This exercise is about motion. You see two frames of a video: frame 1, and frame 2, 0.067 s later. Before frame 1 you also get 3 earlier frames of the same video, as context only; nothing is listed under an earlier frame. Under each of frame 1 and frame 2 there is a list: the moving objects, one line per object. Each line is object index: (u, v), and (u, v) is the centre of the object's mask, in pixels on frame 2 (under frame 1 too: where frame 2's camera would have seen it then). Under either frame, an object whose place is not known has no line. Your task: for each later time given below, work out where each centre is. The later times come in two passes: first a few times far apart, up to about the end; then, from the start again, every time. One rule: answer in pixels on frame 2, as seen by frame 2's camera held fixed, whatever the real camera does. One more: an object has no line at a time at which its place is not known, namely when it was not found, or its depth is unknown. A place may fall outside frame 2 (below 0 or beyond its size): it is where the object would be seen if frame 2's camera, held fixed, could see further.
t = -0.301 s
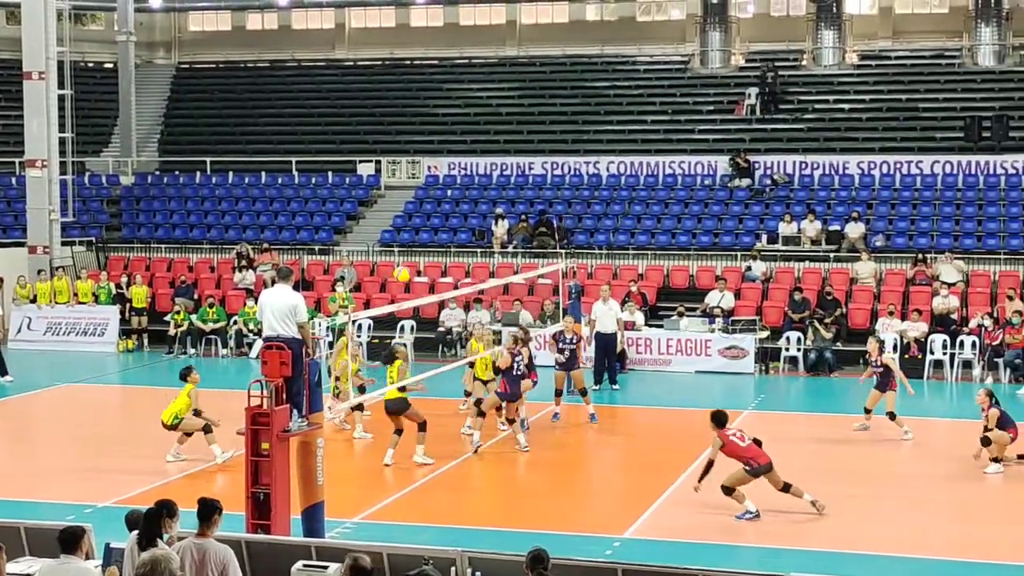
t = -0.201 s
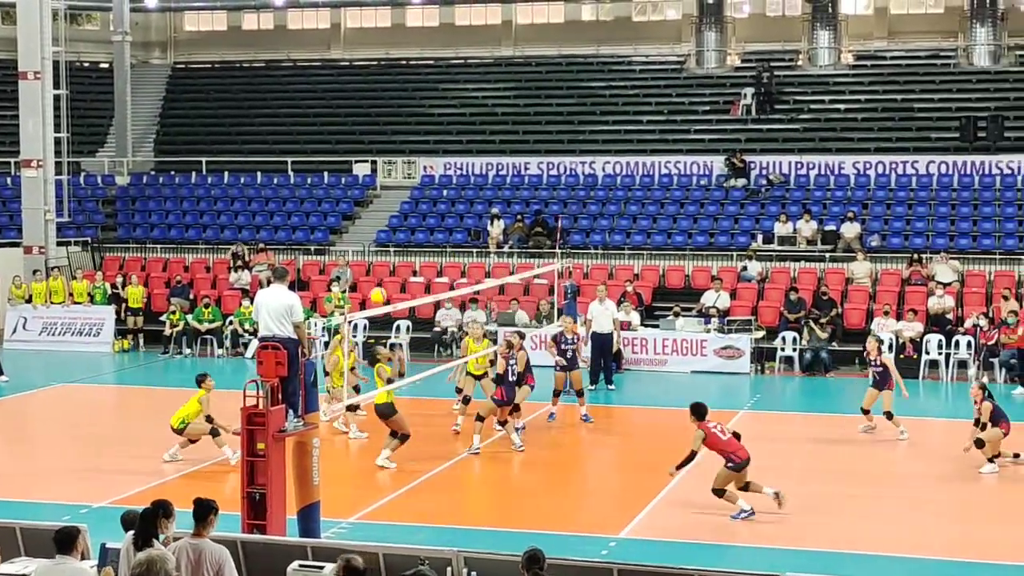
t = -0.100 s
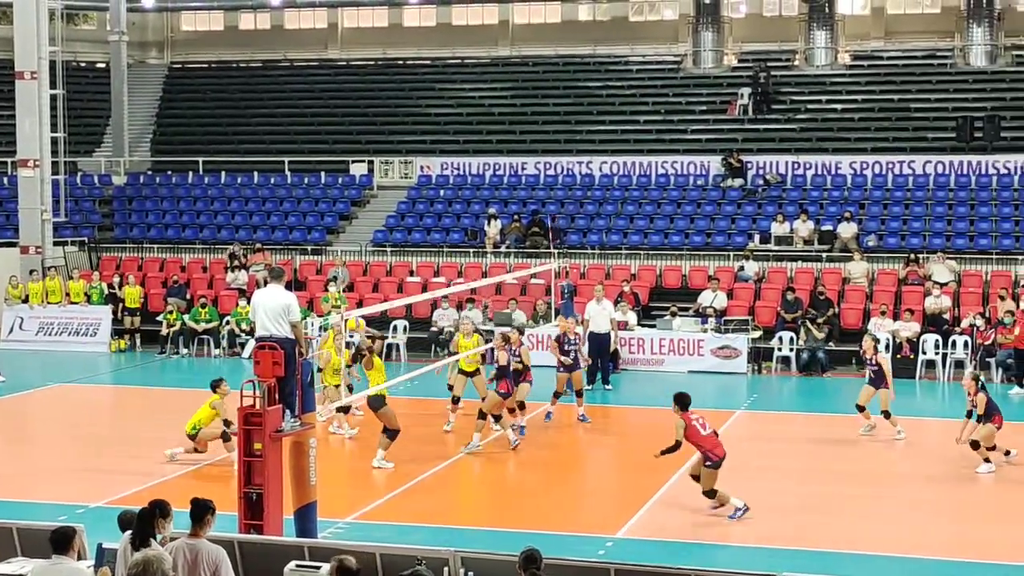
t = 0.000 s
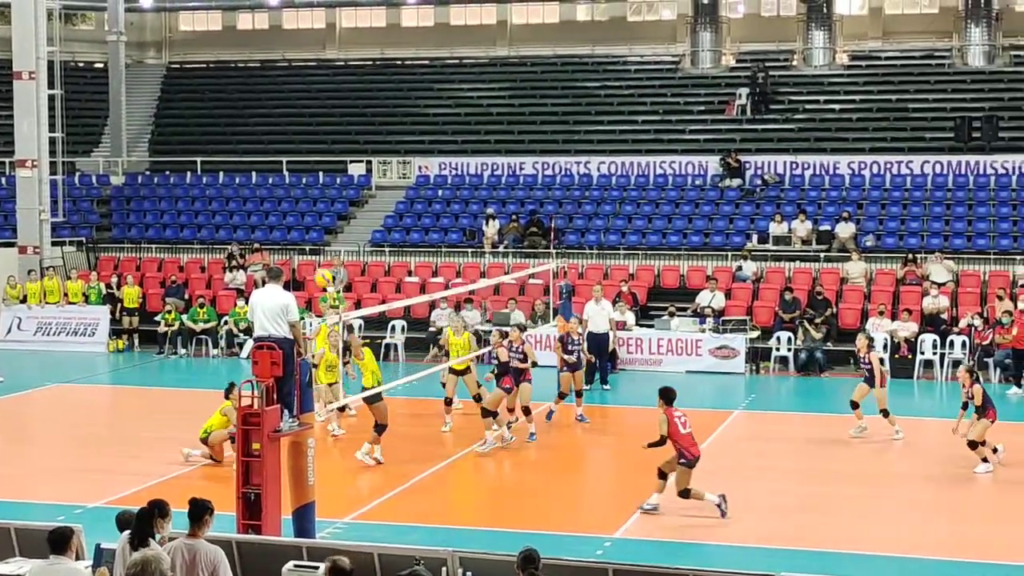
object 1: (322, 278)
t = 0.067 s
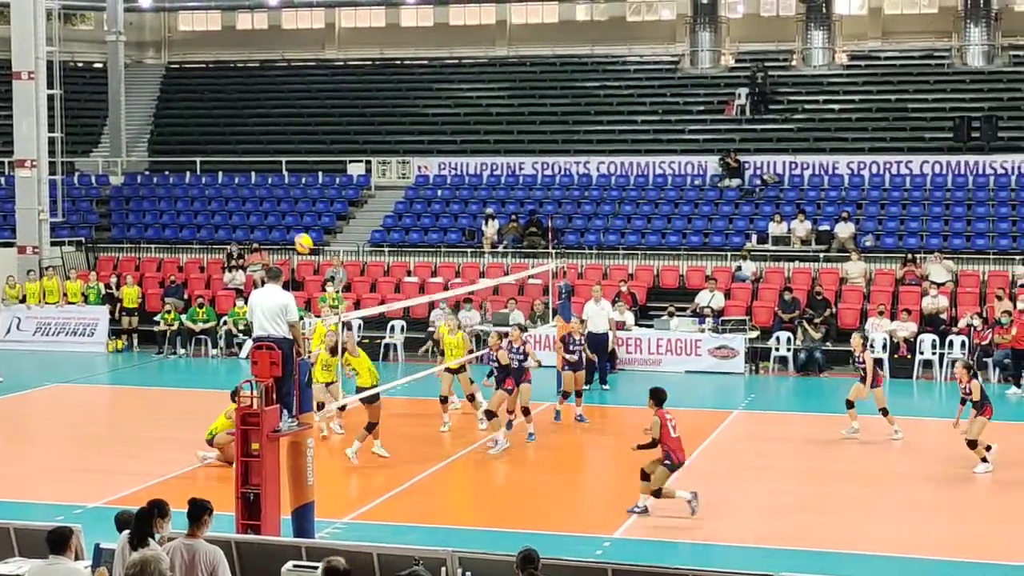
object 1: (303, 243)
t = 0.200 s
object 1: (266, 184)
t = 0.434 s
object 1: (202, 118)
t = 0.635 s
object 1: (151, 96)
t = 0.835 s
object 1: (100, 105)
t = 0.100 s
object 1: (294, 227)
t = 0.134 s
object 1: (285, 212)
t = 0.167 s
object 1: (275, 198)
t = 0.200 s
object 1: (266, 184)
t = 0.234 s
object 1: (257, 172)
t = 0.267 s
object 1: (248, 161)
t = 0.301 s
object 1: (239, 151)
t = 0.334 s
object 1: (229, 141)
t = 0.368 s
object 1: (221, 133)
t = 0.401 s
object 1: (211, 125)
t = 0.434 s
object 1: (202, 118)
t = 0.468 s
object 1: (194, 112)
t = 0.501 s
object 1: (185, 107)
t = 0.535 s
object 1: (177, 104)
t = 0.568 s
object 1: (168, 100)
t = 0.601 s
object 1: (159, 98)
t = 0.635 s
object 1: (151, 96)
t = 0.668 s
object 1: (142, 95)
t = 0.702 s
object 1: (134, 96)
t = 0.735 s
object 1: (125, 97)
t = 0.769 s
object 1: (117, 98)
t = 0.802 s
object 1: (108, 102)
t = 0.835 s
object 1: (100, 105)
